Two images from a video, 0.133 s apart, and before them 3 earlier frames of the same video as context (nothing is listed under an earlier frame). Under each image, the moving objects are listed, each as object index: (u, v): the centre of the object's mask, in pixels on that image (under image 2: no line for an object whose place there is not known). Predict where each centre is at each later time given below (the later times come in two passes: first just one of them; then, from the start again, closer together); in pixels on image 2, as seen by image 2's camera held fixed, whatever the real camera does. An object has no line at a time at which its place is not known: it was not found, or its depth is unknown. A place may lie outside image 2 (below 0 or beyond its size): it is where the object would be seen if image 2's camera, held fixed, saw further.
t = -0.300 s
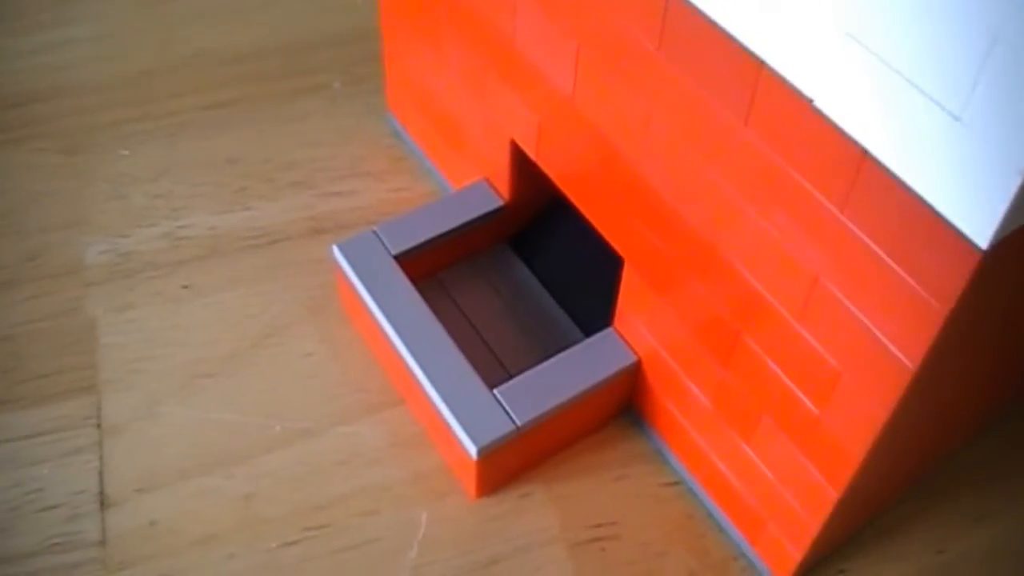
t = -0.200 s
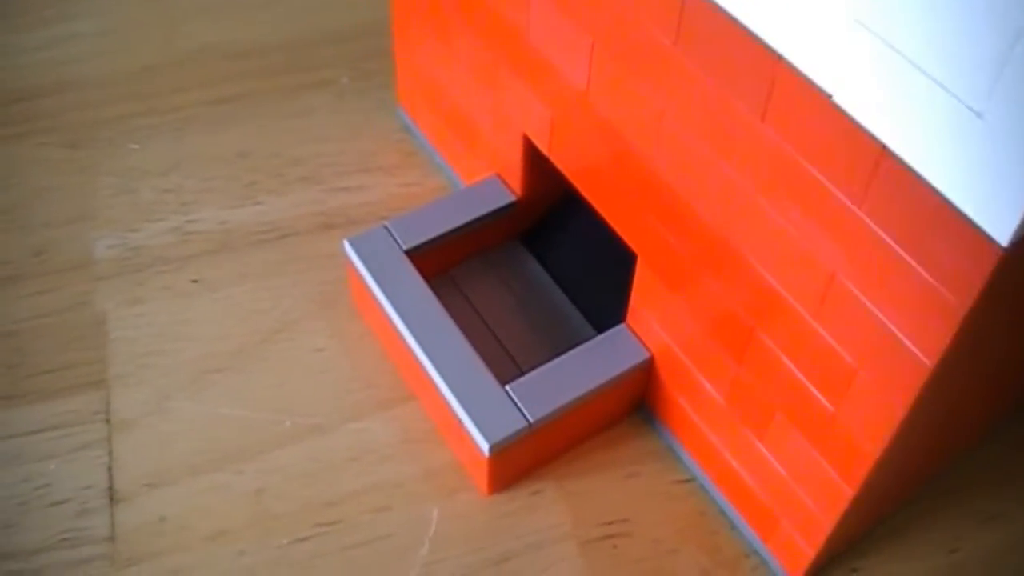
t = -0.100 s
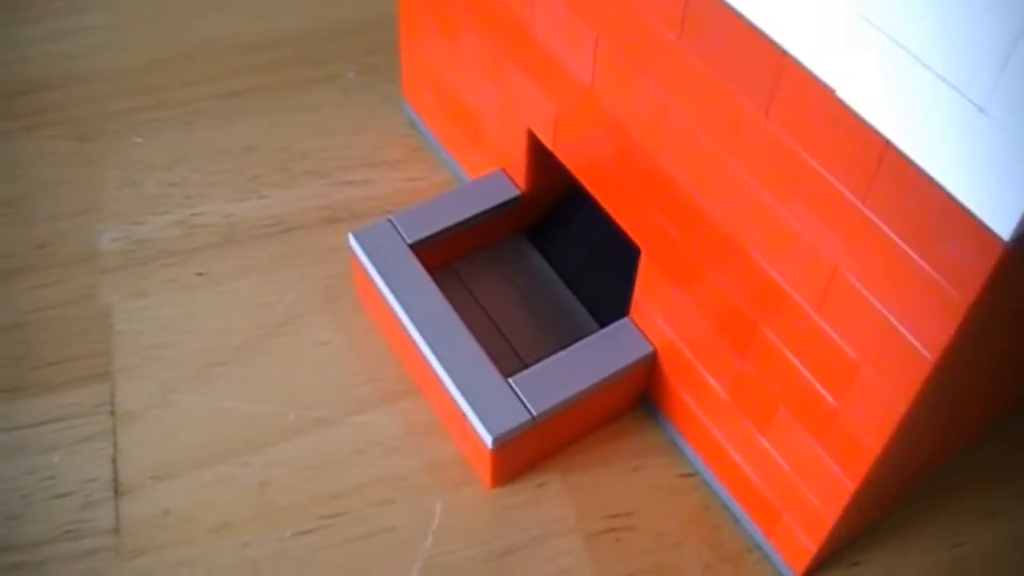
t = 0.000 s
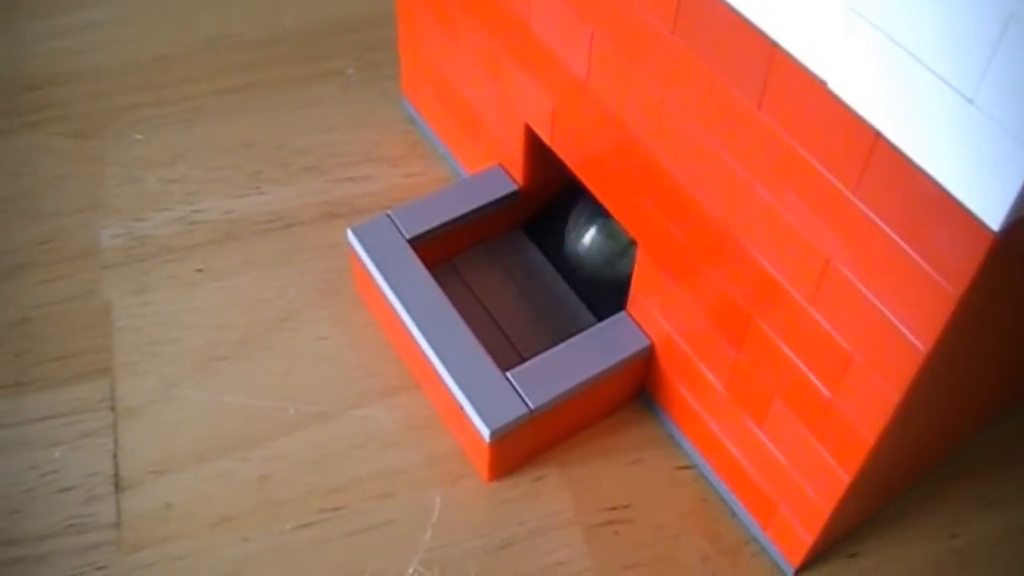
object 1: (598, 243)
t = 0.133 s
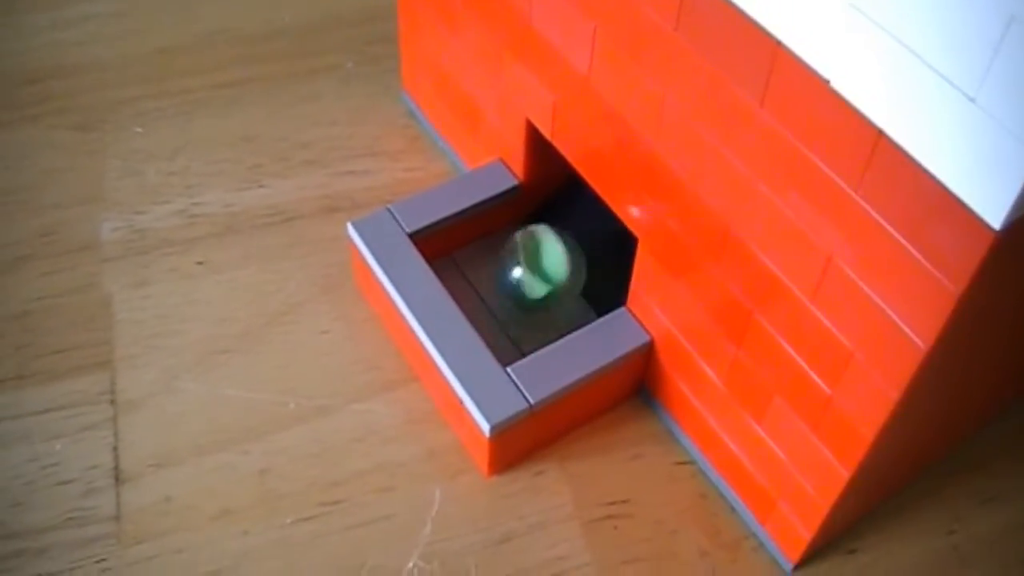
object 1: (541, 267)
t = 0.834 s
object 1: (560, 243)
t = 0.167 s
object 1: (548, 257)
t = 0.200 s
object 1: (555, 246)
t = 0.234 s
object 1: (562, 237)
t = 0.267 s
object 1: (562, 232)
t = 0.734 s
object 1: (551, 241)
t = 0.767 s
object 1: (559, 241)
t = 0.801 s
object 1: (564, 241)
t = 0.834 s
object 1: (560, 243)
